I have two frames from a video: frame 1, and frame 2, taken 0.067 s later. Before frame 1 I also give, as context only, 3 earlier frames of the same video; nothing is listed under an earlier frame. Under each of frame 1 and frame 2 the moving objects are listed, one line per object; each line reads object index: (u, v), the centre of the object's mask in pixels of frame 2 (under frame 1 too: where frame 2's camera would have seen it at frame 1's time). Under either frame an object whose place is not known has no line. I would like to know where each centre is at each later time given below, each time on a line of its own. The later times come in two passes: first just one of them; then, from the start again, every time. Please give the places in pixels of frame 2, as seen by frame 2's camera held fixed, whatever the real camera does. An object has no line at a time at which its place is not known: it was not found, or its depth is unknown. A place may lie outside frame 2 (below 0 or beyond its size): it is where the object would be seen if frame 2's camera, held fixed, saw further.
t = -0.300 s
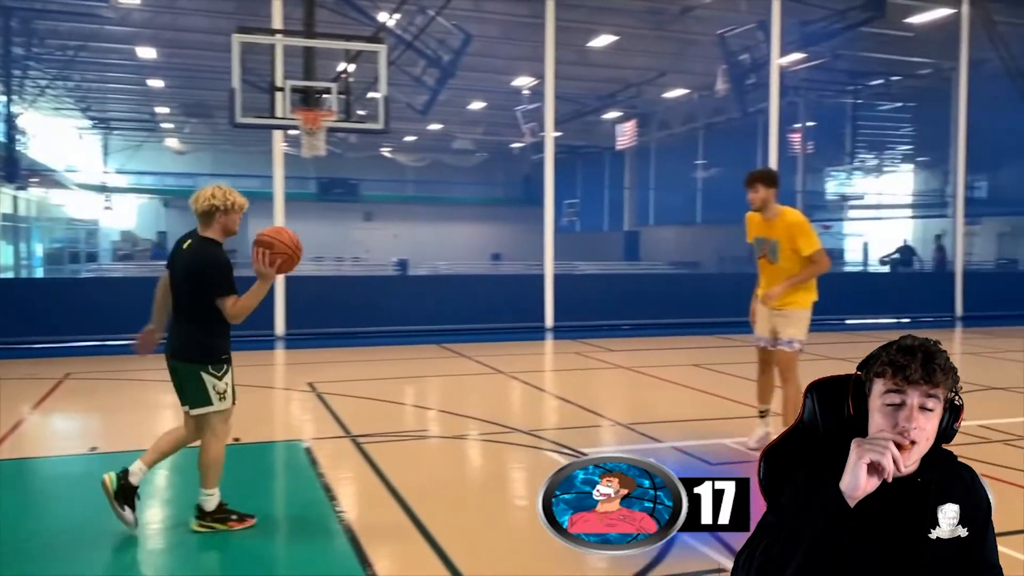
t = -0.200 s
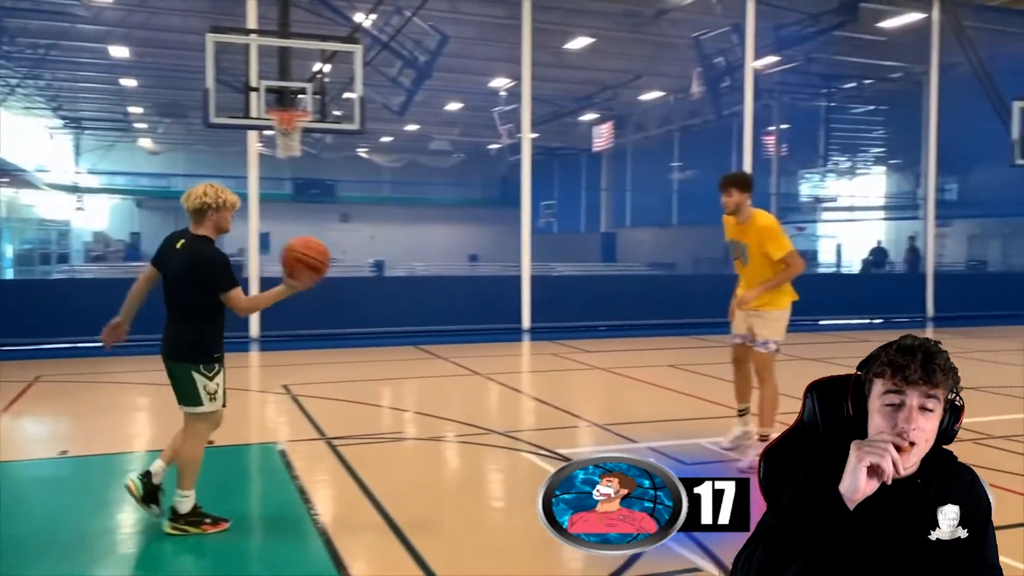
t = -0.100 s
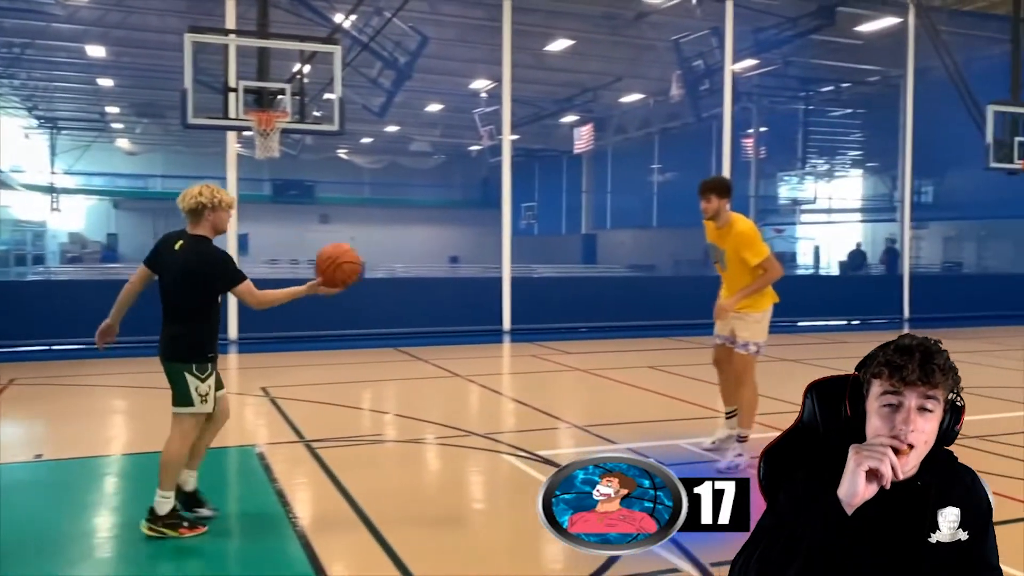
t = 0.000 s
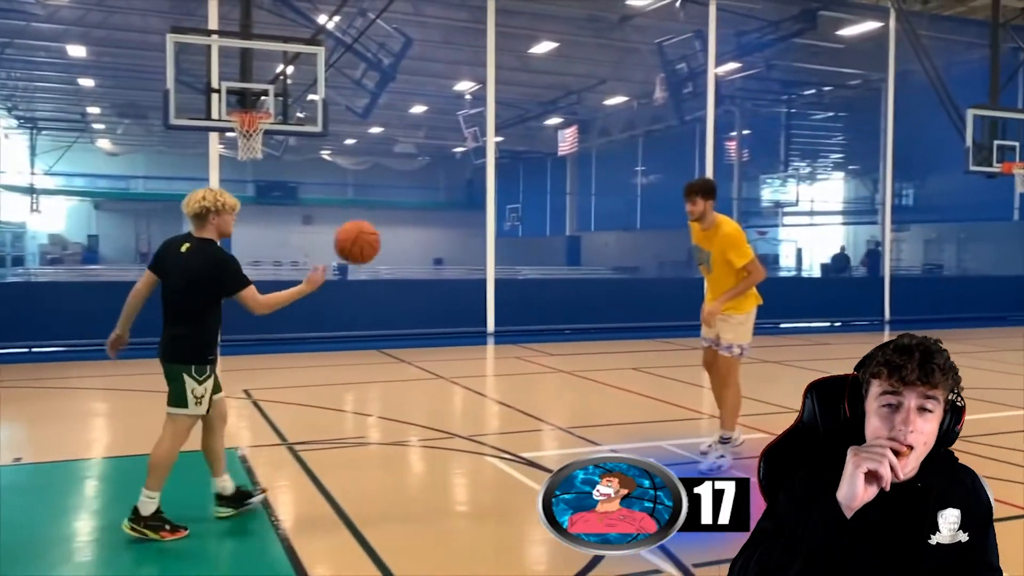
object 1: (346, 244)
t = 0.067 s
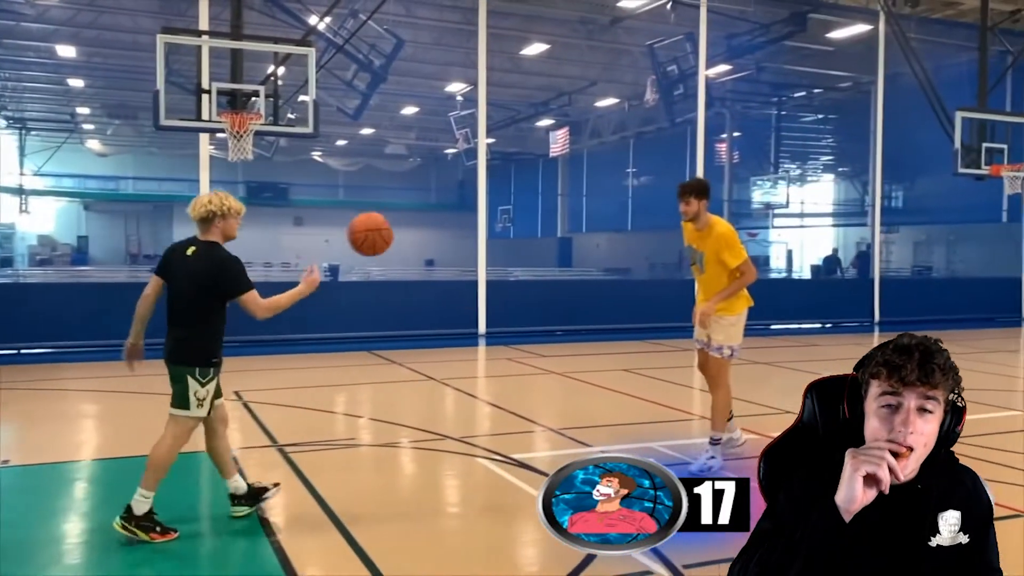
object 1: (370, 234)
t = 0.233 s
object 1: (425, 245)
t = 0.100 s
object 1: (382, 232)
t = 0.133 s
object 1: (393, 233)
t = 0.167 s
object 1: (405, 235)
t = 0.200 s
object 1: (415, 239)
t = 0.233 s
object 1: (425, 245)
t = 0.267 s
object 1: (436, 252)
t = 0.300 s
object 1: (445, 262)
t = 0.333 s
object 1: (456, 273)
